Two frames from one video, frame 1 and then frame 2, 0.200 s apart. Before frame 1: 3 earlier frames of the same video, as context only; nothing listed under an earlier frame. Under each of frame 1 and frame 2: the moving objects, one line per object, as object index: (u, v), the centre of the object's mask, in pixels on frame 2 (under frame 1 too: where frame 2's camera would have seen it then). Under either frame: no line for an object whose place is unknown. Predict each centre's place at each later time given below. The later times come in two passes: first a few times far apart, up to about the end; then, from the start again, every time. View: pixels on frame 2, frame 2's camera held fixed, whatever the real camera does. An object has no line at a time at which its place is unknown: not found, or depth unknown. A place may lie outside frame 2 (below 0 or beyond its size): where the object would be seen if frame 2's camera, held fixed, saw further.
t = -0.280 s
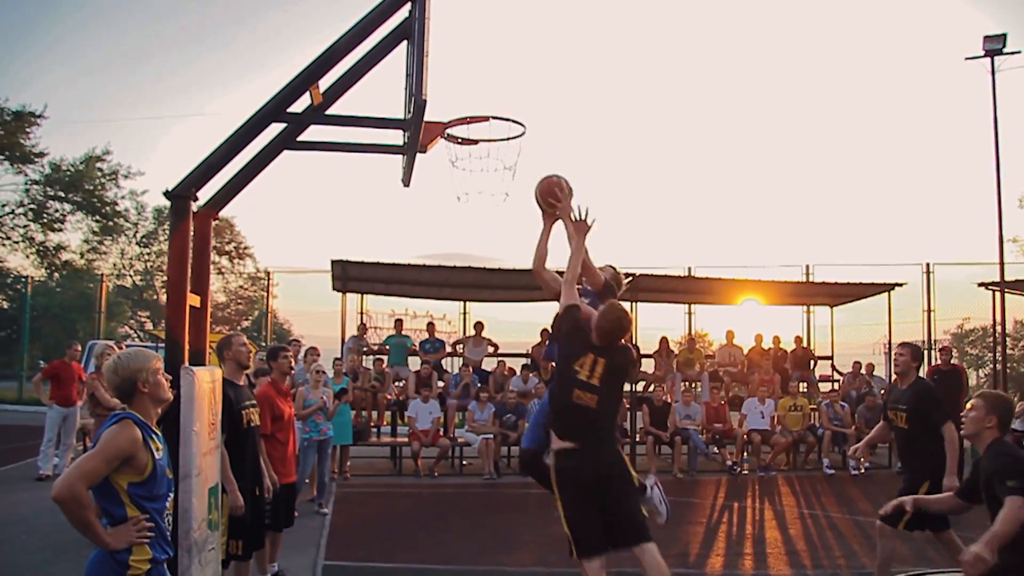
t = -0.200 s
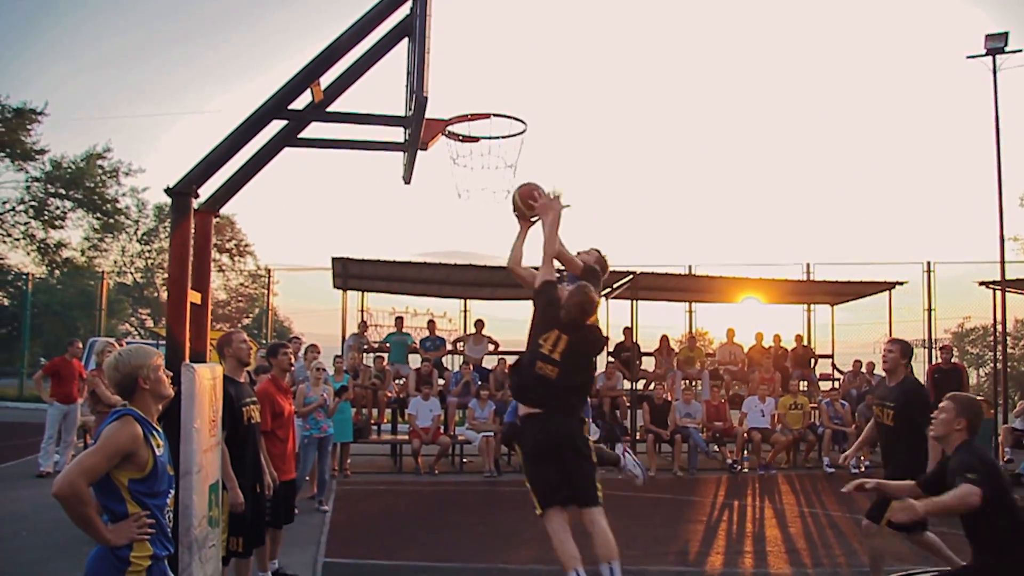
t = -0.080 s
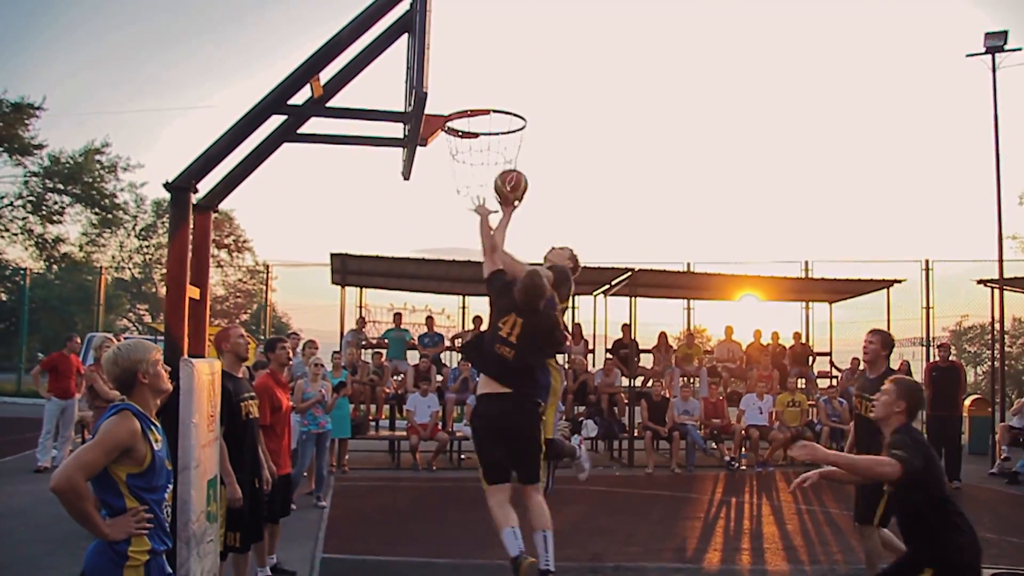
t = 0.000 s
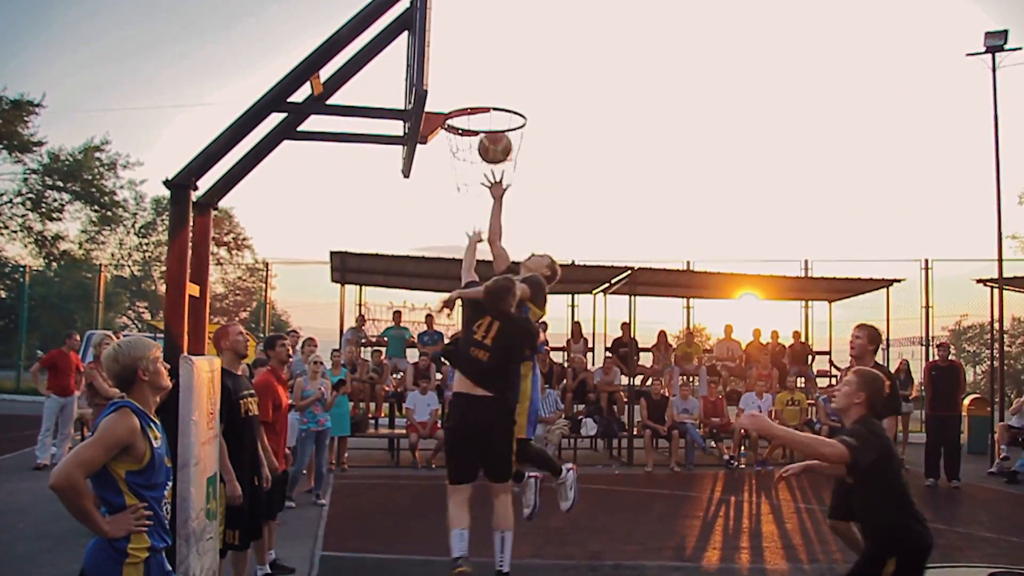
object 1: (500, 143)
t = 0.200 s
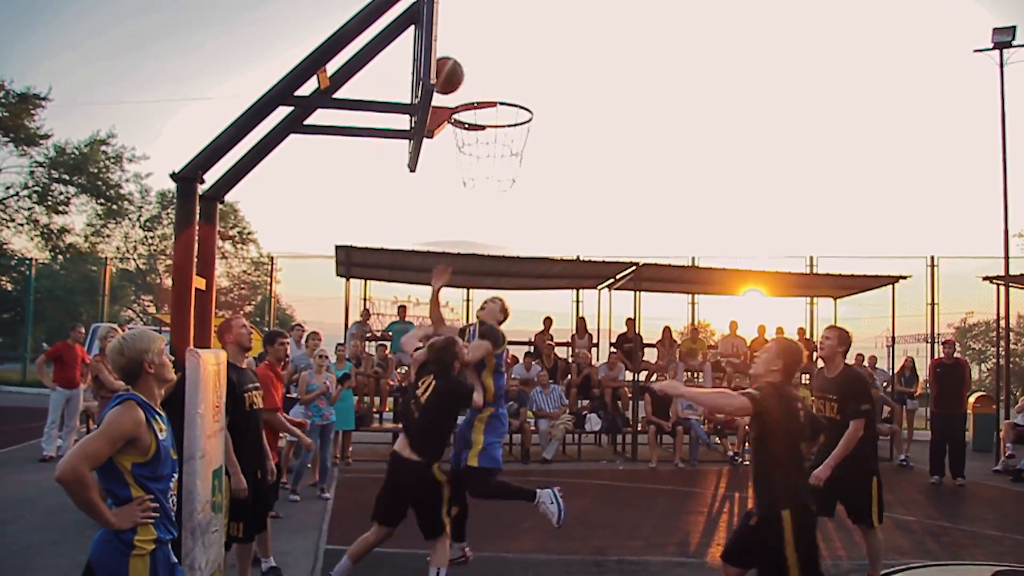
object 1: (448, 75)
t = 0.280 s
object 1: (463, 75)
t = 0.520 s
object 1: (512, 95)
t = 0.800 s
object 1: (485, 85)
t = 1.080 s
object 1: (478, 111)
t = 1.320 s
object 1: (492, 167)
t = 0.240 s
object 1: (452, 74)
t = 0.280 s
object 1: (463, 75)
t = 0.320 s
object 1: (476, 80)
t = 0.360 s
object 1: (489, 85)
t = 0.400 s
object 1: (502, 97)
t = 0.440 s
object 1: (511, 104)
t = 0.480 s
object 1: (511, 98)
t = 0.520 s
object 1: (512, 95)
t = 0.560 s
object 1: (513, 94)
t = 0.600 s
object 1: (513, 96)
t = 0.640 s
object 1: (508, 90)
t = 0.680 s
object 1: (502, 84)
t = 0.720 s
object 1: (496, 84)
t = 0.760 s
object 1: (489, 85)
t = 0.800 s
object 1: (485, 85)
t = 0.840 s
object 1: (482, 84)
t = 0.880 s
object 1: (478, 84)
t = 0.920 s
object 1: (475, 87)
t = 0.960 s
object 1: (471, 90)
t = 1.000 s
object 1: (473, 95)
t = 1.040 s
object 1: (475, 101)
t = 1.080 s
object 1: (478, 111)
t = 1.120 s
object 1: (480, 123)
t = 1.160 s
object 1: (480, 131)
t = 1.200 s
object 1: (483, 142)
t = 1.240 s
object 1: (486, 149)
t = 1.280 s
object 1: (489, 158)
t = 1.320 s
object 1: (492, 167)
